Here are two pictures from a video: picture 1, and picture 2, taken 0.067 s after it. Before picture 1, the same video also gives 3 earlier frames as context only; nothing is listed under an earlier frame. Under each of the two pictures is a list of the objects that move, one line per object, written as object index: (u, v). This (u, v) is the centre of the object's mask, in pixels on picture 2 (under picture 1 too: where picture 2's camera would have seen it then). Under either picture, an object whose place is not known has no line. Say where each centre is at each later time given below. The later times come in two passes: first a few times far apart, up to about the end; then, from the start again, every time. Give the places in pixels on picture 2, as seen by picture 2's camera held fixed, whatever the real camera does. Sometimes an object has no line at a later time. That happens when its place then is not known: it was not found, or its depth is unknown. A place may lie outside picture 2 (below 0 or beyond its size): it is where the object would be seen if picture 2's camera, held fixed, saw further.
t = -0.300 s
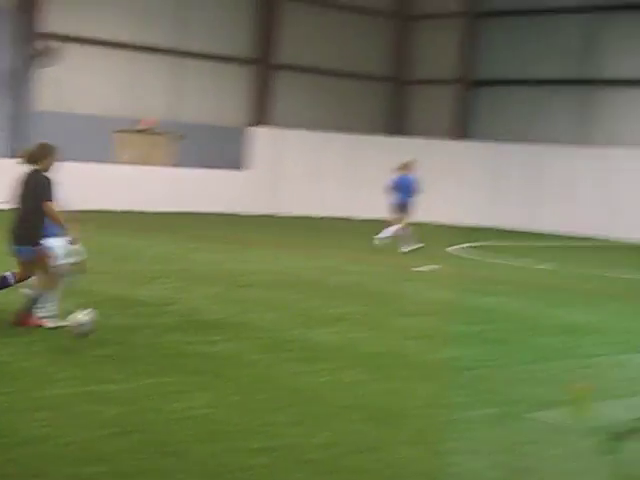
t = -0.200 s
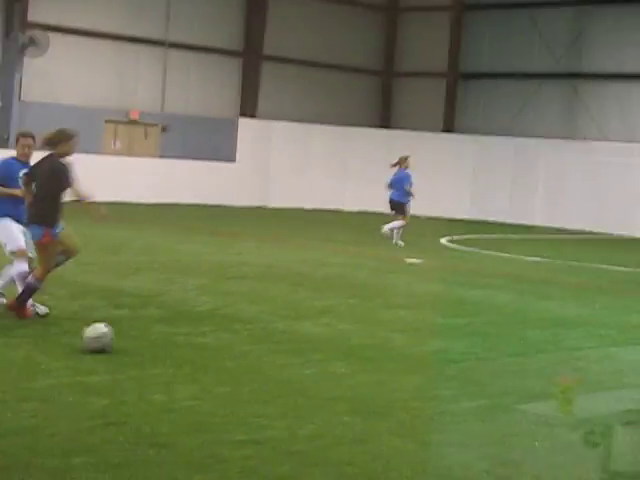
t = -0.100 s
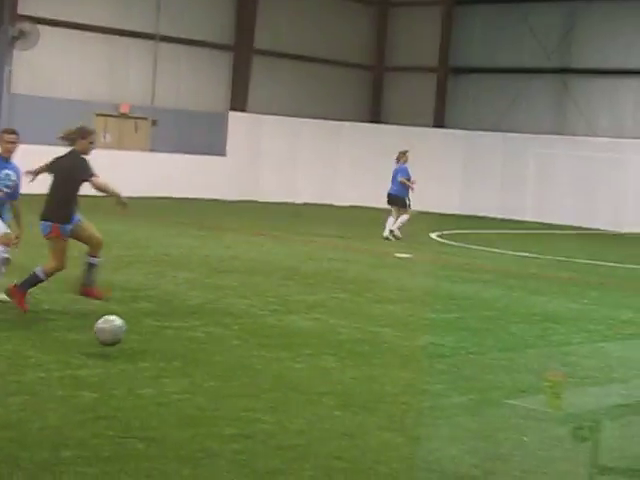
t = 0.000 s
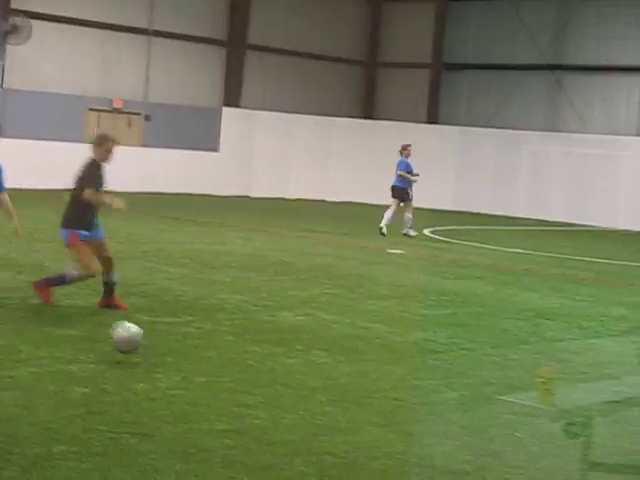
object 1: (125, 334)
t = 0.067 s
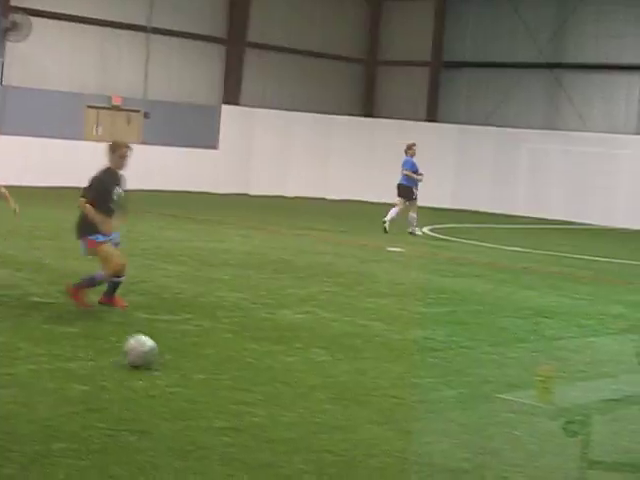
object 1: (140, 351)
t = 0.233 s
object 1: (170, 363)
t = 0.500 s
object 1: (221, 397)
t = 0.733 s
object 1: (268, 424)
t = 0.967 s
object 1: (324, 455)
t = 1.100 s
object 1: (358, 476)
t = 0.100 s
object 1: (147, 352)
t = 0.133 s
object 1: (153, 353)
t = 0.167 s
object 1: (159, 354)
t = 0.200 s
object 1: (165, 356)
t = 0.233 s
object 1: (170, 363)
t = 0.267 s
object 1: (177, 370)
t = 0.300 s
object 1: (183, 375)
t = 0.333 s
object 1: (189, 374)
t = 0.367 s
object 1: (195, 375)
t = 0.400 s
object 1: (201, 379)
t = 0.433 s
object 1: (209, 383)
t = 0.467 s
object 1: (214, 391)
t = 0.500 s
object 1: (221, 397)
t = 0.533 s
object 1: (228, 399)
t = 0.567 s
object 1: (233, 403)
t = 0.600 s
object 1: (240, 407)
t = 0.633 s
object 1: (247, 413)
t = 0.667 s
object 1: (253, 415)
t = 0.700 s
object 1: (262, 419)
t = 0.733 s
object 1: (268, 424)
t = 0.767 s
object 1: (275, 428)
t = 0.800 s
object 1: (284, 431)
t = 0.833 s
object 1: (290, 436)
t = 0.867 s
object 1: (299, 442)
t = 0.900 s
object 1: (307, 446)
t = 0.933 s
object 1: (313, 450)
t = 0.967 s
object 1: (324, 455)
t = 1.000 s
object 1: (331, 461)
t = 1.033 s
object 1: (339, 465)
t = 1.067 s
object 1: (350, 469)
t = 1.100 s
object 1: (358, 476)
